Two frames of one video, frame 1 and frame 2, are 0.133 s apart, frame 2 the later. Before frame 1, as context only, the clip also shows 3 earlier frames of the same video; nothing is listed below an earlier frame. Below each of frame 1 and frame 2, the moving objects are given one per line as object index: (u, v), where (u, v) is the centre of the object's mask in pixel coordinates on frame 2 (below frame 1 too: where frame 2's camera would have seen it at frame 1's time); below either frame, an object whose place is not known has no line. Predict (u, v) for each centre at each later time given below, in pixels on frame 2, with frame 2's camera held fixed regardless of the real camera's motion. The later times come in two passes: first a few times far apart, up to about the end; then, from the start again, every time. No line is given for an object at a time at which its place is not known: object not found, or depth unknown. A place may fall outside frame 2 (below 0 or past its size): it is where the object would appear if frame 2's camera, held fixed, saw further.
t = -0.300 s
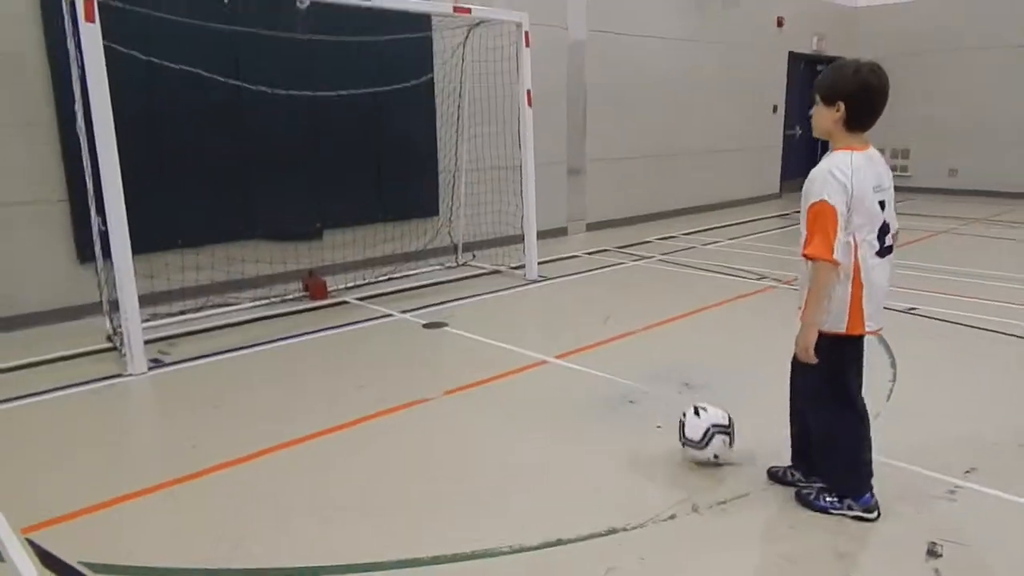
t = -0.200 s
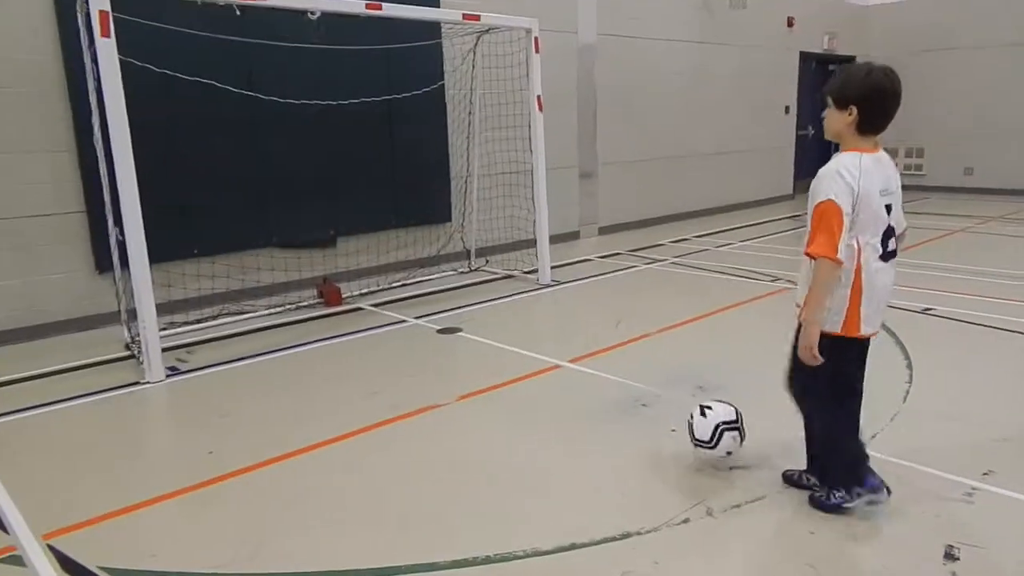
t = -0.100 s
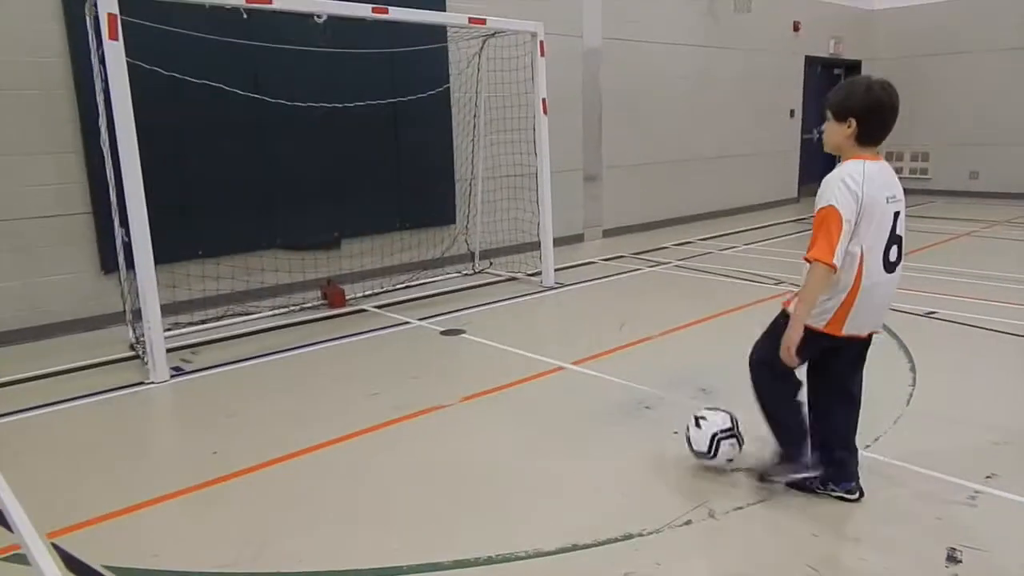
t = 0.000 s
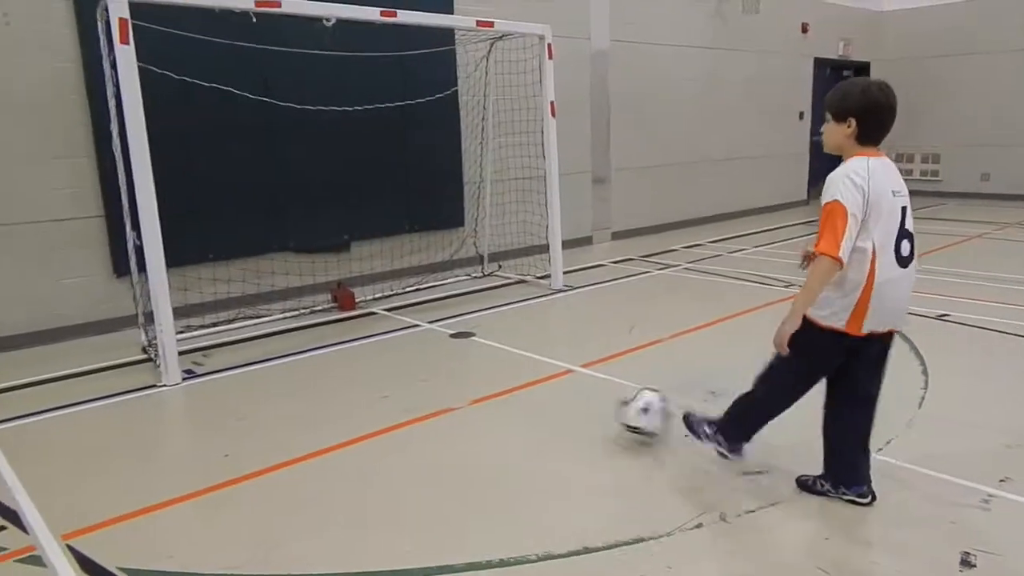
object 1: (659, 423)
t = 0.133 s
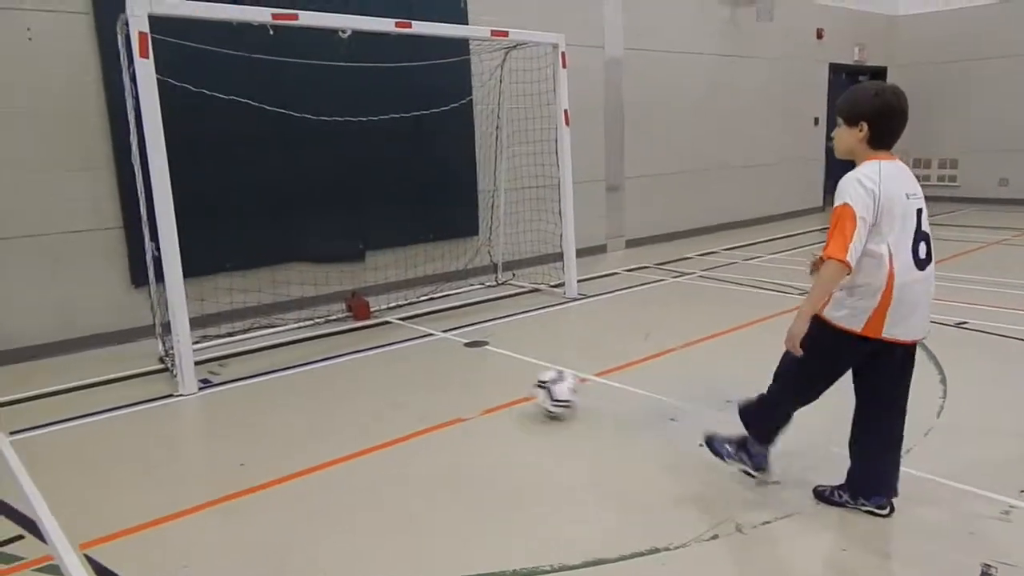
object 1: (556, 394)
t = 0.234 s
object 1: (501, 379)
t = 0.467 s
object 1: (416, 350)
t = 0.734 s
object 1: (361, 333)
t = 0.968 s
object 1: (324, 322)
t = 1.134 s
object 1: (301, 314)
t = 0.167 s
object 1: (537, 386)
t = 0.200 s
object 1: (519, 381)
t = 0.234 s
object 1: (501, 379)
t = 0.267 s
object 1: (486, 372)
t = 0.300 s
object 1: (471, 367)
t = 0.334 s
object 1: (458, 362)
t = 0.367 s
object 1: (446, 361)
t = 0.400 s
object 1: (436, 357)
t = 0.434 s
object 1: (425, 353)
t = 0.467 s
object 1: (416, 350)
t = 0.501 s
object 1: (408, 348)
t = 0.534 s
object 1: (398, 345)
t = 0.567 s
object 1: (391, 343)
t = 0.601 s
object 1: (385, 340)
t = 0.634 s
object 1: (378, 338)
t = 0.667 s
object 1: (372, 337)
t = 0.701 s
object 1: (367, 334)
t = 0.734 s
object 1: (361, 333)
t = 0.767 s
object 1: (356, 332)
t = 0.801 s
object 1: (350, 330)
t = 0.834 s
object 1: (345, 329)
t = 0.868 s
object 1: (339, 327)
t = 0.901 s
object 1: (334, 327)
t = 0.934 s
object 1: (329, 323)
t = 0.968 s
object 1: (324, 322)
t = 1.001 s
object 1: (318, 321)
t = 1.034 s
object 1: (313, 320)
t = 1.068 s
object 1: (309, 318)
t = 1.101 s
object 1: (305, 317)
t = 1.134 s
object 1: (301, 314)
